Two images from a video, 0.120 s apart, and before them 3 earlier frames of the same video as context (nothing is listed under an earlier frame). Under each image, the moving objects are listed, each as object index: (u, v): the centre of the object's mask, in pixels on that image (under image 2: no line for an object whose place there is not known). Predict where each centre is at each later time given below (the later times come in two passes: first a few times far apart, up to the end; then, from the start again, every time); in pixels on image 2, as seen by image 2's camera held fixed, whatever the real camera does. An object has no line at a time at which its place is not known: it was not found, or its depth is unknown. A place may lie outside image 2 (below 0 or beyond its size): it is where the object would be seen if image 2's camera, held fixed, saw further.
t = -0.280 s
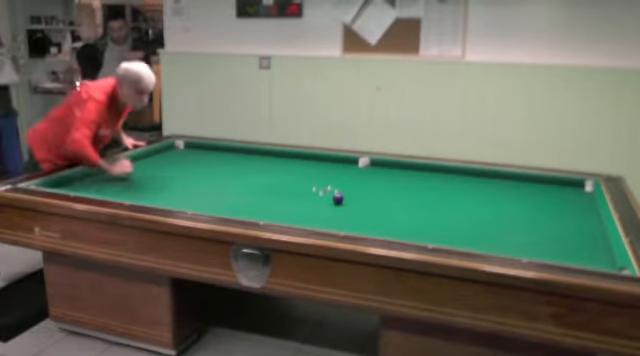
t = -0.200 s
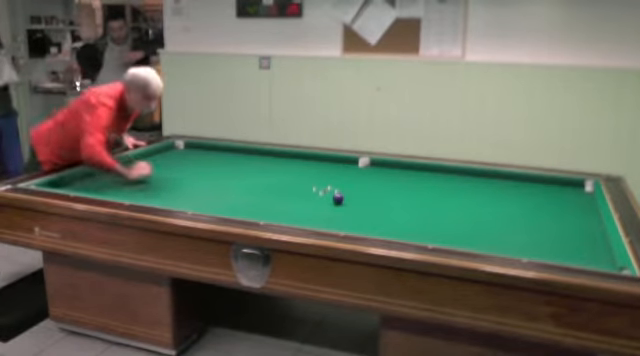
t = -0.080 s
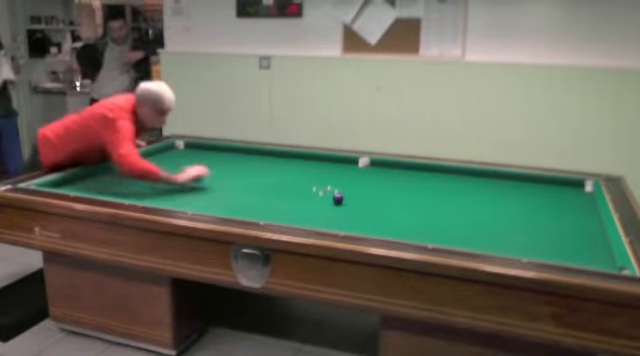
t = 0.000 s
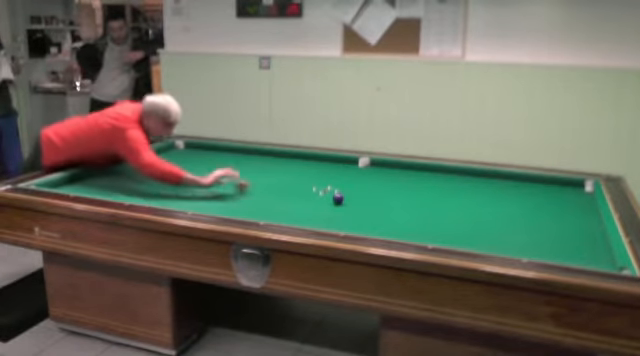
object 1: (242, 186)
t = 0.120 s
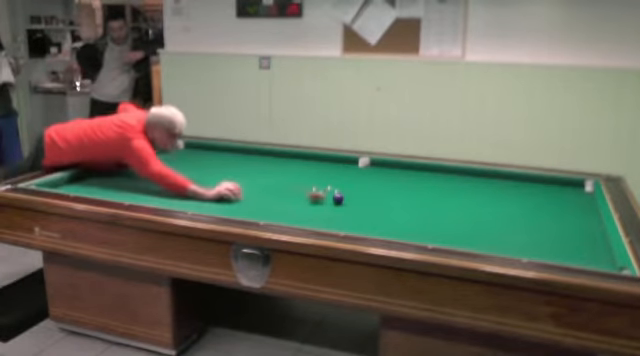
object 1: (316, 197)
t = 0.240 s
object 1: (342, 209)
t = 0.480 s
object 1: (383, 228)
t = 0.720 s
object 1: (432, 237)
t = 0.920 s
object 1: (472, 238)
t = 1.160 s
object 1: (518, 236)
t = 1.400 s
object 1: (560, 234)
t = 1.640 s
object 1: (598, 231)
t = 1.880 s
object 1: (572, 222)
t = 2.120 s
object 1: (549, 214)
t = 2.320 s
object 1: (532, 208)
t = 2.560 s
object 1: (513, 202)
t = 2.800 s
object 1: (495, 195)
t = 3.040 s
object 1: (478, 189)
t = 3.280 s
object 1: (464, 184)
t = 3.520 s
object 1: (450, 180)
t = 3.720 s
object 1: (438, 175)
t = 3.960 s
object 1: (426, 171)
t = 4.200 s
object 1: (415, 168)
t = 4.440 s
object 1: (404, 167)
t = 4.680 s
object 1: (390, 166)
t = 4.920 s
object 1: (378, 166)
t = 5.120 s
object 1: (368, 167)
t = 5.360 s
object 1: (356, 167)
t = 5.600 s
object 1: (345, 167)
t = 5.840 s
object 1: (335, 167)
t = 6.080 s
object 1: (324, 167)
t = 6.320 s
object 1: (314, 167)
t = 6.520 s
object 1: (306, 167)
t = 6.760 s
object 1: (297, 167)
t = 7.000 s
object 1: (288, 167)
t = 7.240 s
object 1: (279, 167)
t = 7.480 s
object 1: (271, 167)
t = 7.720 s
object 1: (263, 167)
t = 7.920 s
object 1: (257, 167)
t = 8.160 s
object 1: (250, 168)
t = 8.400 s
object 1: (243, 167)
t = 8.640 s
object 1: (237, 167)
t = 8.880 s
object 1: (232, 167)
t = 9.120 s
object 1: (227, 168)
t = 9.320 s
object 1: (223, 168)
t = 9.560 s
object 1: (218, 168)
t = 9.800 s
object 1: (215, 168)
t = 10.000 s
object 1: (211, 167)
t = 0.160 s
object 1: (329, 200)
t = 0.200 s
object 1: (335, 205)
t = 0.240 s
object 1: (342, 209)
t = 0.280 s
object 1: (348, 212)
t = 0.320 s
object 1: (354, 216)
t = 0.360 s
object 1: (361, 219)
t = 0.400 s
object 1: (368, 222)
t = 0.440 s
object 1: (375, 225)
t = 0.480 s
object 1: (383, 228)
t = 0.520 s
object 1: (391, 230)
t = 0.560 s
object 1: (398, 233)
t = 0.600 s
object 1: (406, 236)
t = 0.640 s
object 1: (415, 237)
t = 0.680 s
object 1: (424, 237)
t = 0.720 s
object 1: (432, 237)
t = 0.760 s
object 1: (440, 237)
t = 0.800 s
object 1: (448, 237)
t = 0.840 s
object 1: (457, 237)
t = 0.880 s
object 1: (465, 237)
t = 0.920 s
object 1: (472, 238)
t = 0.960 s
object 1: (480, 237)
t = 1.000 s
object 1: (488, 237)
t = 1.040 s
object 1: (496, 236)
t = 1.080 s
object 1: (503, 236)
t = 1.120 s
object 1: (510, 236)
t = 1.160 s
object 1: (518, 236)
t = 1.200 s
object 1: (525, 235)
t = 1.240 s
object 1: (533, 235)
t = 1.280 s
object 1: (539, 235)
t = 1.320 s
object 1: (546, 235)
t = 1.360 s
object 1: (554, 234)
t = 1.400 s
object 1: (560, 234)
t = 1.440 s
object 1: (567, 233)
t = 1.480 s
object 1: (573, 233)
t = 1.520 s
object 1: (580, 232)
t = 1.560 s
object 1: (587, 232)
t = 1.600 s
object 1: (593, 231)
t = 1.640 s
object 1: (598, 231)
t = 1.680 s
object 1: (594, 230)
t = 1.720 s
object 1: (588, 227)
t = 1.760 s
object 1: (584, 226)
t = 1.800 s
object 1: (580, 224)
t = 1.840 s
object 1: (576, 223)
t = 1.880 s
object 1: (572, 222)
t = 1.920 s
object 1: (568, 220)
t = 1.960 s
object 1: (564, 219)
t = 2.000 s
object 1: (560, 218)
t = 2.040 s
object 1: (557, 216)
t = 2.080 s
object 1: (553, 215)
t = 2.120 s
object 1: (549, 214)
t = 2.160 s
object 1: (546, 212)
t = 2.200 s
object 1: (542, 211)
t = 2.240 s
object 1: (539, 210)
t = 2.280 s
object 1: (535, 209)
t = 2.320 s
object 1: (532, 208)
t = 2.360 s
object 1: (529, 207)
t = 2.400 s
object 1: (526, 206)
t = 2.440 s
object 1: (522, 204)
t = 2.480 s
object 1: (519, 203)
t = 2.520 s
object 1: (516, 202)
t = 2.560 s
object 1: (513, 202)
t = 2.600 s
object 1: (510, 200)
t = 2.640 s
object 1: (507, 198)
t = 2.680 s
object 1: (504, 198)
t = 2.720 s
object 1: (501, 197)
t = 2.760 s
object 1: (498, 196)
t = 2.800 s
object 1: (495, 195)
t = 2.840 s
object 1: (492, 194)
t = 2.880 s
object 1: (490, 193)
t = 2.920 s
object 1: (487, 192)
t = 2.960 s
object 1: (484, 191)
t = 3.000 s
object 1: (482, 190)
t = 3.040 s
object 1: (478, 189)
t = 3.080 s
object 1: (477, 189)
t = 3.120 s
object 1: (474, 187)
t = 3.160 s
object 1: (471, 186)
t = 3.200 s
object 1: (468, 185)
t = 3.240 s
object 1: (466, 185)
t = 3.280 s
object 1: (464, 184)
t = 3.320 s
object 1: (461, 183)
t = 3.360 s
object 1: (459, 182)
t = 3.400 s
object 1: (457, 182)
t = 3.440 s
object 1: (454, 181)
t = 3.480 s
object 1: (452, 180)
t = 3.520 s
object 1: (450, 180)
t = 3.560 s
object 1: (447, 178)
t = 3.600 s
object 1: (445, 178)
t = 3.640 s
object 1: (442, 177)
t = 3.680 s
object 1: (440, 177)
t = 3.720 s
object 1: (438, 175)
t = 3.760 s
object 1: (437, 175)
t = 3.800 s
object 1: (434, 174)
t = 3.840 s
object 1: (432, 174)
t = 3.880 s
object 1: (429, 172)
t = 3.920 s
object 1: (427, 172)
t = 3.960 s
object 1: (426, 171)
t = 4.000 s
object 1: (424, 170)
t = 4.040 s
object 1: (422, 170)
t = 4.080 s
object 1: (421, 170)
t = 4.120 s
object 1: (418, 170)
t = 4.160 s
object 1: (417, 169)
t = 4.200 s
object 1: (415, 168)
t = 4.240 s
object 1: (413, 168)
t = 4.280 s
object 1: (412, 168)
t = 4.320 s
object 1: (409, 167)
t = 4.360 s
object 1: (407, 167)
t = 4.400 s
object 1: (405, 167)
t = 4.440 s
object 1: (404, 167)
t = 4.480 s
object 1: (401, 167)
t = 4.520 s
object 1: (398, 166)
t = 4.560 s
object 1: (396, 166)
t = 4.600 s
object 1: (394, 166)
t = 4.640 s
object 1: (392, 166)
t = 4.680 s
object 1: (390, 166)
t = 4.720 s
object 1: (389, 166)
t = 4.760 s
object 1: (386, 166)
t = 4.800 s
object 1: (385, 166)
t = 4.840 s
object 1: (382, 166)
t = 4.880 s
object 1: (380, 166)
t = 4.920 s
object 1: (378, 166)
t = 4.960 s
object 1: (376, 166)
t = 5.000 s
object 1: (375, 166)
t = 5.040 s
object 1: (372, 167)
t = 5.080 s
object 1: (370, 167)
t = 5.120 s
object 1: (368, 167)
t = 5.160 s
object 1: (366, 167)
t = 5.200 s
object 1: (364, 167)
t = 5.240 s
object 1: (363, 167)
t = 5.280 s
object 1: (360, 167)
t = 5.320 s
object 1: (359, 167)
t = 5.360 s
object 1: (356, 167)
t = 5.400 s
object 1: (354, 167)
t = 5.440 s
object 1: (352, 167)
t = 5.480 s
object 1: (351, 167)
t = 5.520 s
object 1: (349, 167)
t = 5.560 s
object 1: (348, 167)
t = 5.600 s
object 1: (345, 167)
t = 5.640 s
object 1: (343, 167)
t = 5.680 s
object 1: (341, 167)
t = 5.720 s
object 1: (340, 167)
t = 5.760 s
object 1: (339, 167)
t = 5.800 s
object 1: (336, 167)
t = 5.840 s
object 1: (335, 167)
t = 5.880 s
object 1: (333, 167)
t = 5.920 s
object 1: (331, 167)
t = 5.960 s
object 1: (330, 167)
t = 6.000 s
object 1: (328, 167)
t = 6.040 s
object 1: (327, 166)
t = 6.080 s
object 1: (324, 167)
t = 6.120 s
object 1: (323, 167)
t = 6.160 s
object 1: (321, 167)
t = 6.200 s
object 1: (319, 167)
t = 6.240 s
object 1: (317, 167)
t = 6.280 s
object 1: (316, 167)
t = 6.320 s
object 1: (314, 167)
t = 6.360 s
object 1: (313, 167)
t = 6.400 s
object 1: (311, 167)
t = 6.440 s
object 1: (309, 167)
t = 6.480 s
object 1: (308, 167)
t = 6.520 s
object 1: (306, 167)
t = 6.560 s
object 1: (304, 167)
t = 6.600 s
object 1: (303, 167)
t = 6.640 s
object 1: (301, 167)
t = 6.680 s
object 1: (300, 167)
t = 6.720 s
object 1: (298, 167)
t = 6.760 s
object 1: (297, 167)
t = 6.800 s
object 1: (295, 167)
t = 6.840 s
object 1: (294, 167)
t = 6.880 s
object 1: (292, 167)
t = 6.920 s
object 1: (290, 167)
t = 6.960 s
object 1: (289, 167)
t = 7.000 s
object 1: (288, 167)
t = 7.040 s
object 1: (286, 167)
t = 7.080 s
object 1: (284, 167)
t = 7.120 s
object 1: (283, 167)
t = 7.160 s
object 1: (282, 167)
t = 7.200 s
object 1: (280, 167)
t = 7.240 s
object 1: (279, 167)
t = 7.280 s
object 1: (277, 167)
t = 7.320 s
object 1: (276, 167)
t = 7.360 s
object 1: (275, 167)
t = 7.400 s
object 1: (273, 167)
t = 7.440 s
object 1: (272, 167)
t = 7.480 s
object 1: (271, 167)
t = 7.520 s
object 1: (270, 167)
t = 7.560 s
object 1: (268, 167)
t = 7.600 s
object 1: (267, 167)
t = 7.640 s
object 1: (265, 168)
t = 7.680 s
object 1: (264, 167)
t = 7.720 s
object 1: (263, 167)
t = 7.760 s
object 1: (262, 167)
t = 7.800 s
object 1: (260, 167)
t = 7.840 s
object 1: (259, 167)
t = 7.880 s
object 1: (258, 167)
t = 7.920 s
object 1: (257, 167)
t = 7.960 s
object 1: (256, 167)
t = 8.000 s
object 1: (254, 167)
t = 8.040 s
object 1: (253, 167)
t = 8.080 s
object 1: (252, 167)
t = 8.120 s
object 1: (251, 167)
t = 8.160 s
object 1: (250, 168)
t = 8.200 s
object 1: (249, 167)
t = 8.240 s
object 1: (248, 167)
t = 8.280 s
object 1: (246, 167)
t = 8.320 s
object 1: (245, 167)
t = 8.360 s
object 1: (245, 167)
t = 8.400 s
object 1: (243, 167)
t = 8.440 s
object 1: (242, 167)
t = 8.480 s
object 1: (241, 168)
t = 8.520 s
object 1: (240, 168)
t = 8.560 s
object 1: (239, 167)
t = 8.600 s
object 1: (239, 167)
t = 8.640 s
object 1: (237, 167)
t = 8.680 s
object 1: (236, 167)
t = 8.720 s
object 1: (236, 167)
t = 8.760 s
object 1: (234, 167)
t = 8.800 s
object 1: (234, 167)
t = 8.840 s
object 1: (233, 167)
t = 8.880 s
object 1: (232, 167)
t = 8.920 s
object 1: (231, 167)
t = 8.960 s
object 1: (230, 167)
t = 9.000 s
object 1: (229, 168)
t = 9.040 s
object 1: (228, 168)
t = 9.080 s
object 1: (228, 167)
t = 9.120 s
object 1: (227, 168)
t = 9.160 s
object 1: (226, 168)
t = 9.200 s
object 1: (225, 168)
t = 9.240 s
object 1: (225, 168)
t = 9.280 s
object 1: (223, 167)
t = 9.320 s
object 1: (223, 168)
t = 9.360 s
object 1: (222, 168)
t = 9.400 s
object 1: (221, 168)
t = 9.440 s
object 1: (221, 168)
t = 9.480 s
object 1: (220, 168)
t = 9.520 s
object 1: (219, 168)
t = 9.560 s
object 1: (218, 168)
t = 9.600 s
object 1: (218, 168)
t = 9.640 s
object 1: (217, 168)
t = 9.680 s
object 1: (216, 168)
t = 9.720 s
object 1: (216, 168)
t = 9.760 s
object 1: (215, 168)
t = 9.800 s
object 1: (215, 168)
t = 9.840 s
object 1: (214, 168)
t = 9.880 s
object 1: (213, 168)
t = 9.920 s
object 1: (213, 168)
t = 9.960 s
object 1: (212, 168)
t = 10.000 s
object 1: (211, 167)
